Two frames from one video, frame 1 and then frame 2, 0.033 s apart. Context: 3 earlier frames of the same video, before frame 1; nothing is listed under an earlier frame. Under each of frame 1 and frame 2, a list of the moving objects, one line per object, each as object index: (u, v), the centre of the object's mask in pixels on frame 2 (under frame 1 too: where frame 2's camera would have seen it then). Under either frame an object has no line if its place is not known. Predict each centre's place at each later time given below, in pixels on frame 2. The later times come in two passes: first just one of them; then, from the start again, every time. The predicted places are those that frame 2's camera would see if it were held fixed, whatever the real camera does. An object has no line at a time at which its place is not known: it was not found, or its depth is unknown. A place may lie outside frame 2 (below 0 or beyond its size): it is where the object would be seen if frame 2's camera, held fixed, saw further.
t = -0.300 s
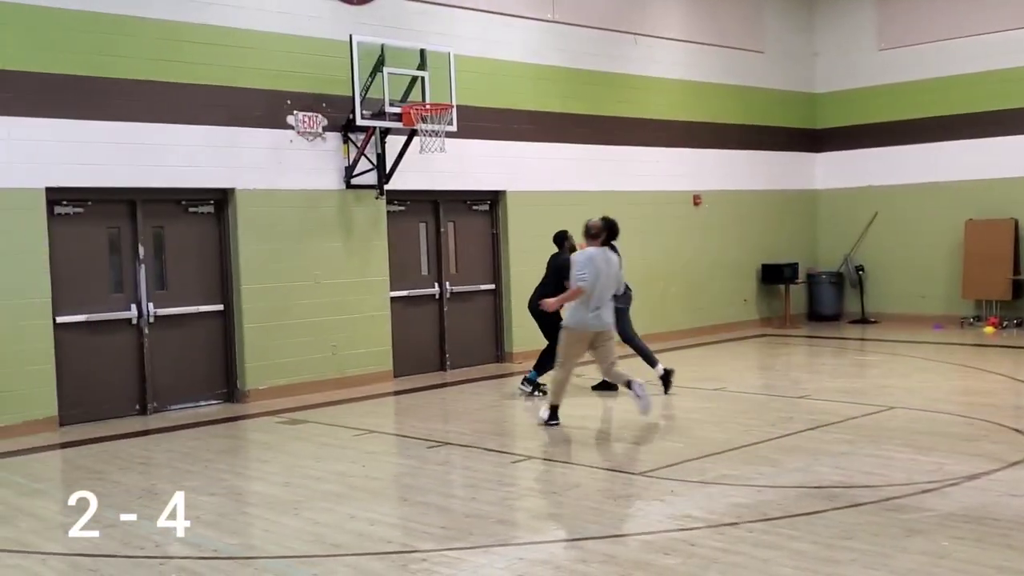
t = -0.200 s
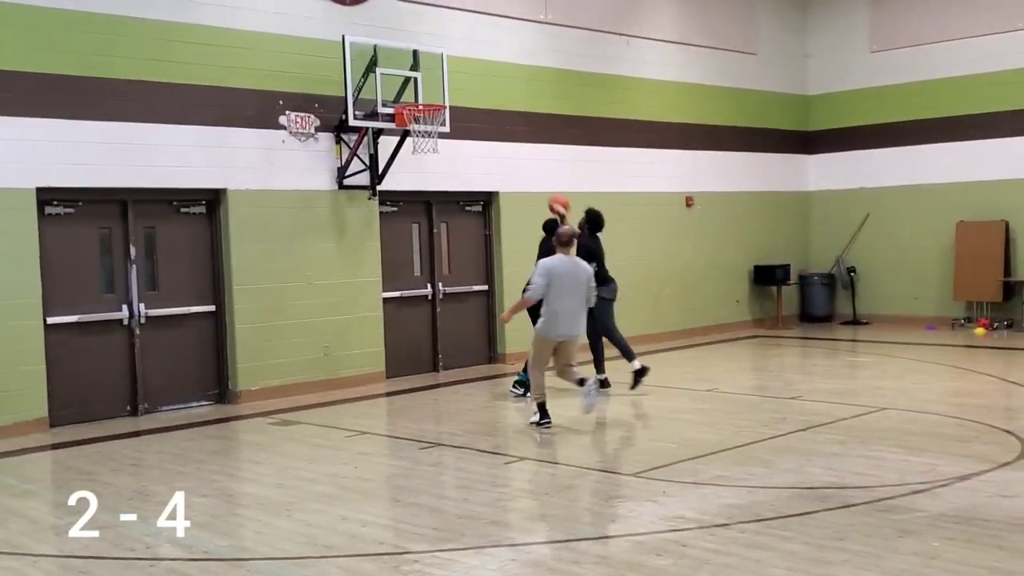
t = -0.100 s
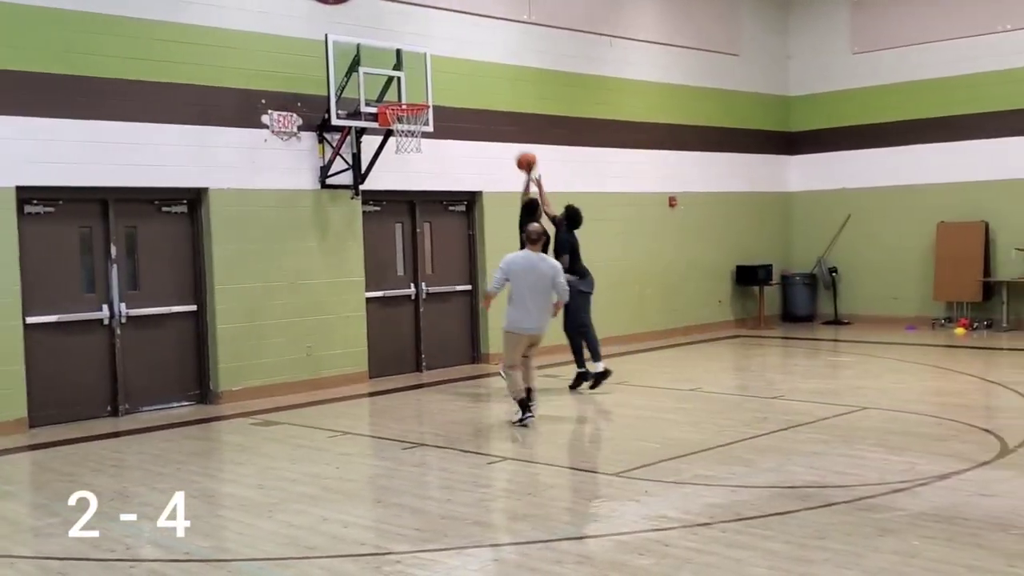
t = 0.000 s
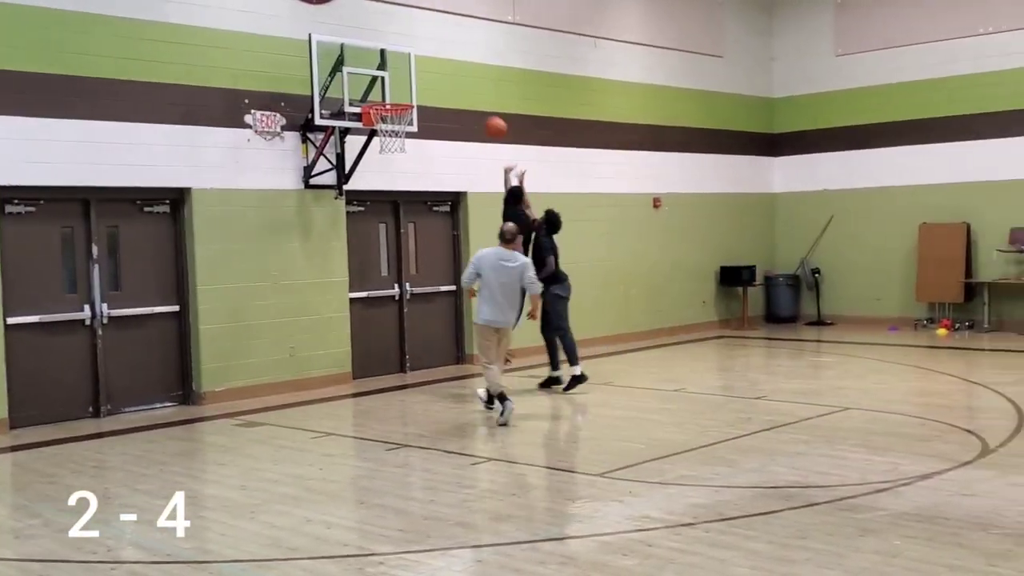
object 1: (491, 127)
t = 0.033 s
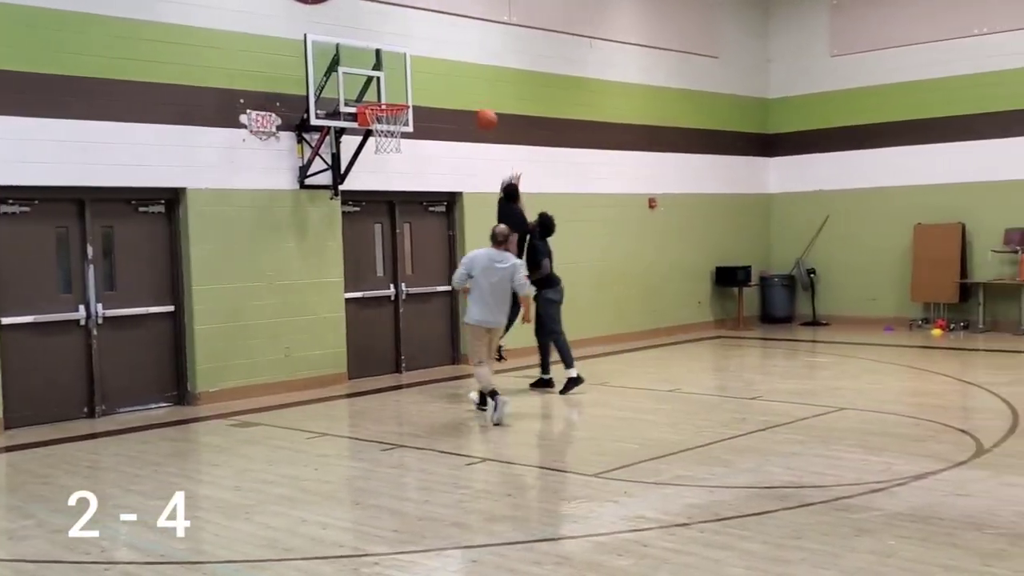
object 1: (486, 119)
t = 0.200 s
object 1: (460, 91)
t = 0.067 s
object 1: (480, 111)
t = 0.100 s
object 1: (475, 104)
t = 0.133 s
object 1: (470, 99)
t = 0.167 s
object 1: (465, 94)
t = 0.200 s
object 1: (460, 91)
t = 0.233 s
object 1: (455, 88)
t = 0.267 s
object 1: (450, 86)
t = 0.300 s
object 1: (445, 85)
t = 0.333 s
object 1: (440, 86)
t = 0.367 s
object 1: (436, 87)
